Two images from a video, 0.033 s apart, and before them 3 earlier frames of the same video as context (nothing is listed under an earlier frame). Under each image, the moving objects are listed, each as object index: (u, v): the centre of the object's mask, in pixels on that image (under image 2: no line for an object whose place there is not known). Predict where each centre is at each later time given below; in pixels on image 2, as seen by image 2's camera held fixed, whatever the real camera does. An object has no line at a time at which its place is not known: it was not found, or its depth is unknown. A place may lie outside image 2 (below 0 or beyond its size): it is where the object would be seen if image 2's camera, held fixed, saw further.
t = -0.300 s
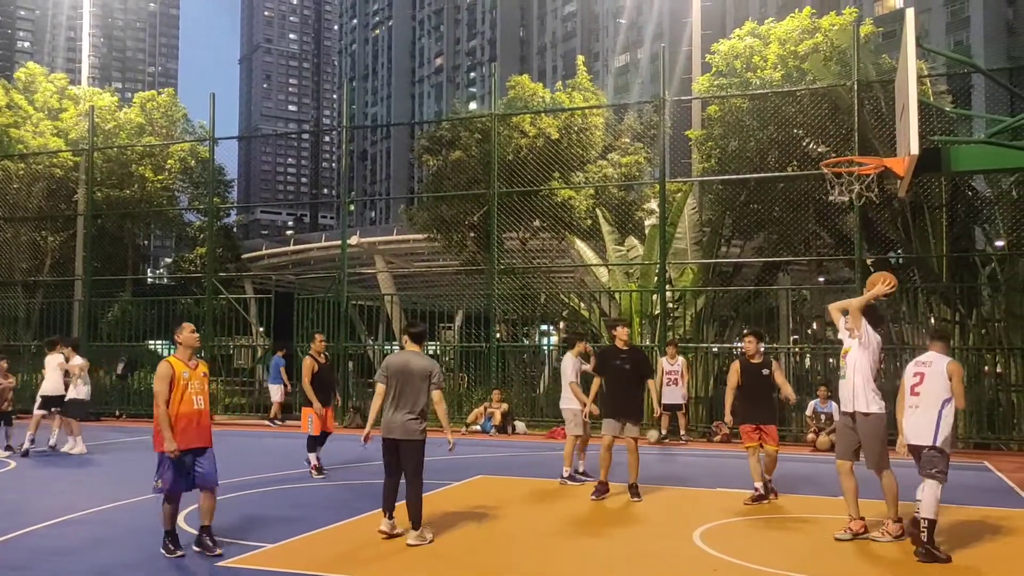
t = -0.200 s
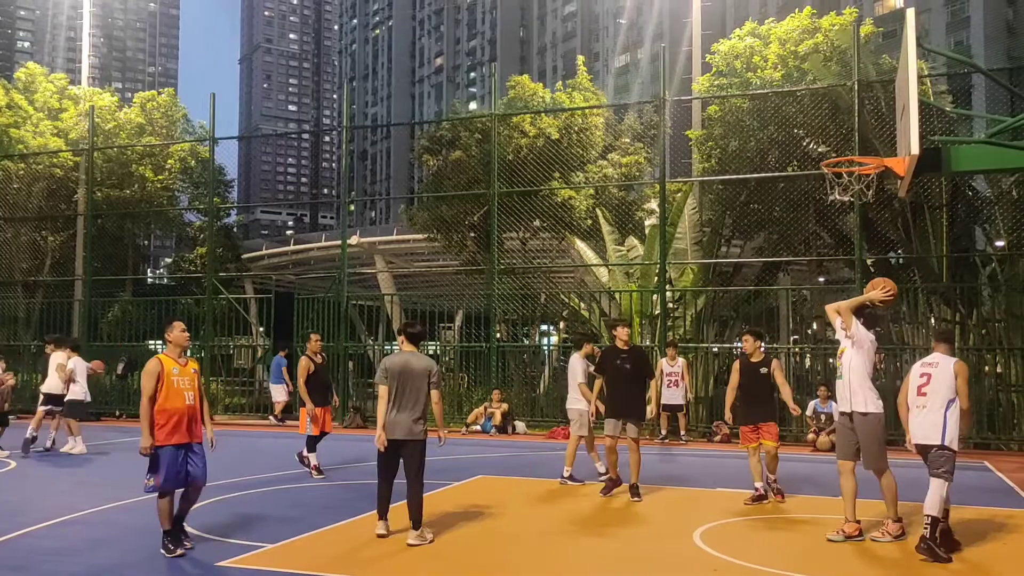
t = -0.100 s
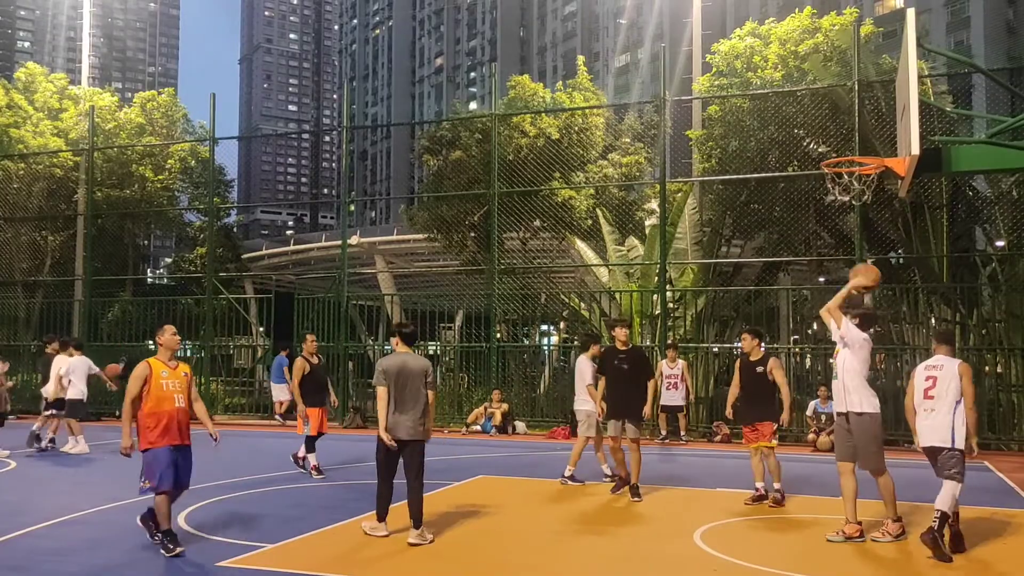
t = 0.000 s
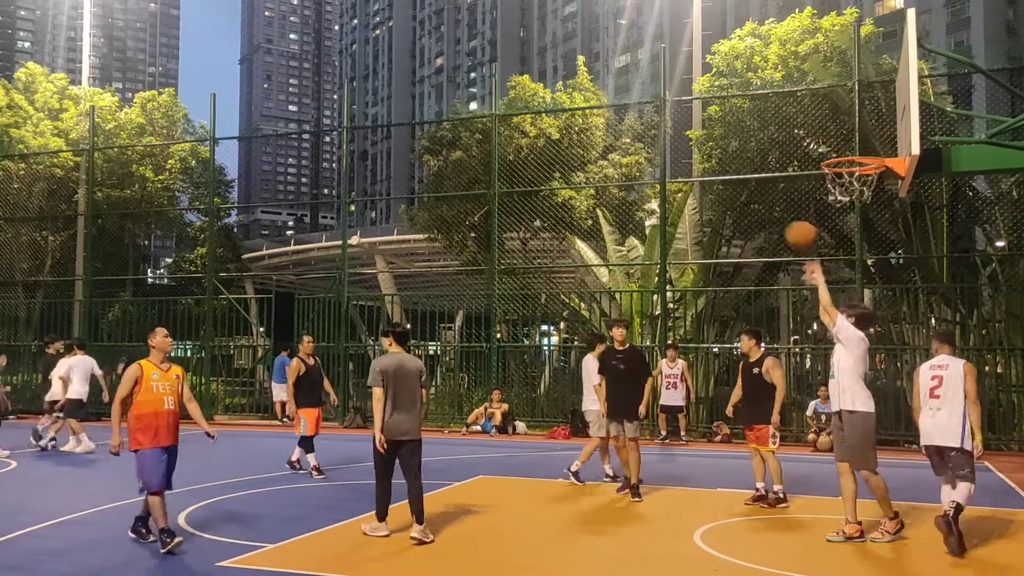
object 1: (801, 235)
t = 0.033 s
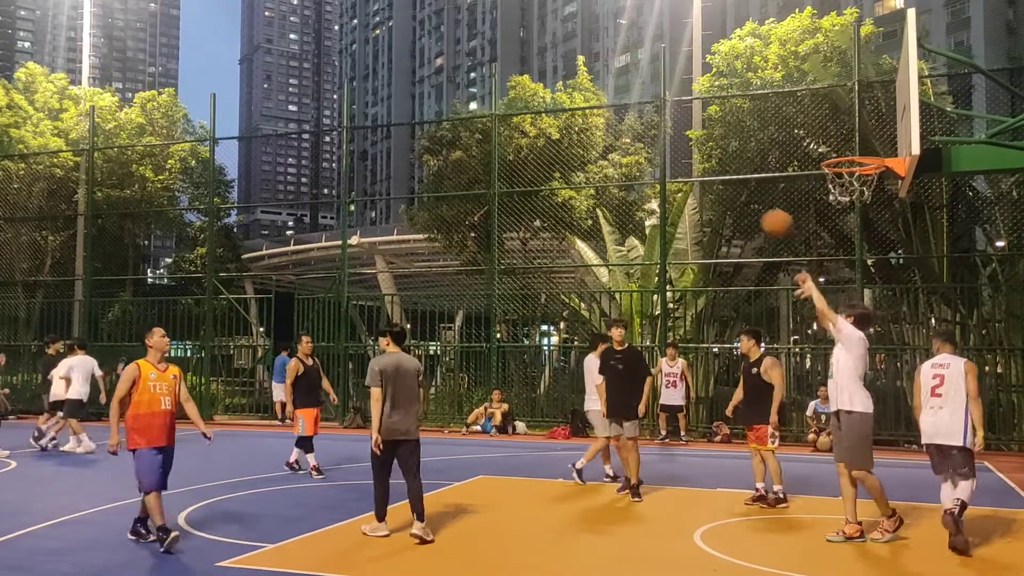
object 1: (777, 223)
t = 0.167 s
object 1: (685, 189)
